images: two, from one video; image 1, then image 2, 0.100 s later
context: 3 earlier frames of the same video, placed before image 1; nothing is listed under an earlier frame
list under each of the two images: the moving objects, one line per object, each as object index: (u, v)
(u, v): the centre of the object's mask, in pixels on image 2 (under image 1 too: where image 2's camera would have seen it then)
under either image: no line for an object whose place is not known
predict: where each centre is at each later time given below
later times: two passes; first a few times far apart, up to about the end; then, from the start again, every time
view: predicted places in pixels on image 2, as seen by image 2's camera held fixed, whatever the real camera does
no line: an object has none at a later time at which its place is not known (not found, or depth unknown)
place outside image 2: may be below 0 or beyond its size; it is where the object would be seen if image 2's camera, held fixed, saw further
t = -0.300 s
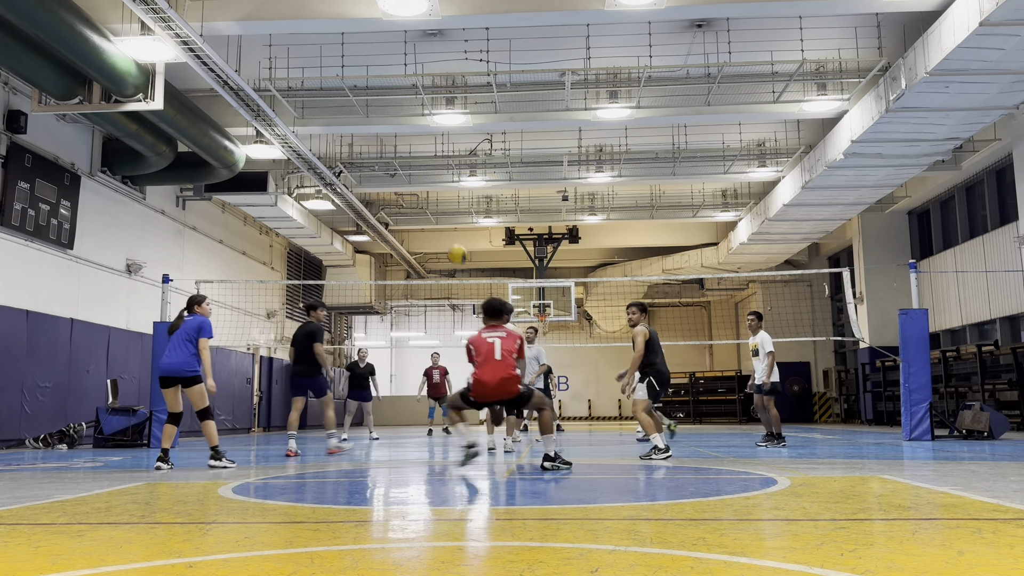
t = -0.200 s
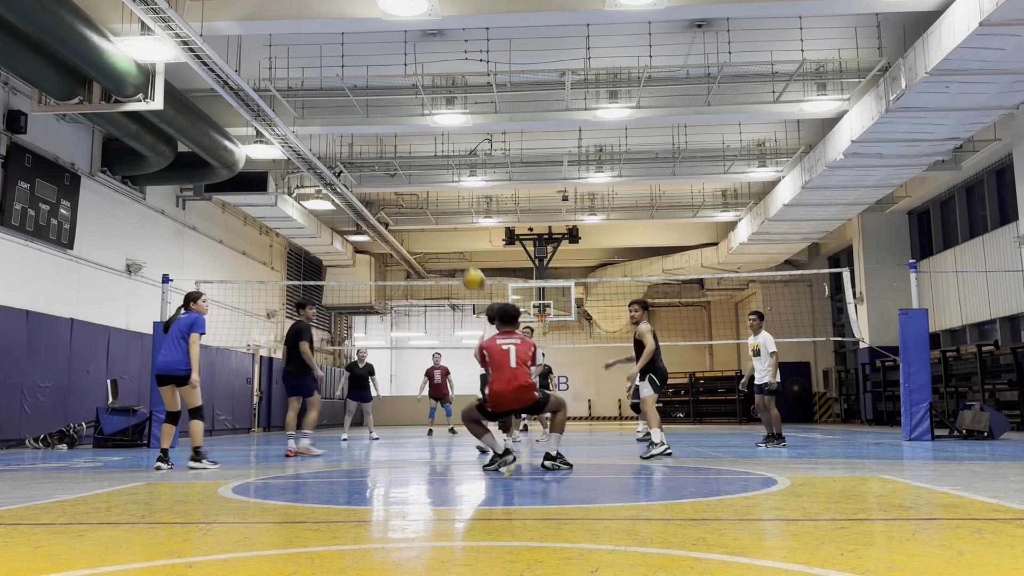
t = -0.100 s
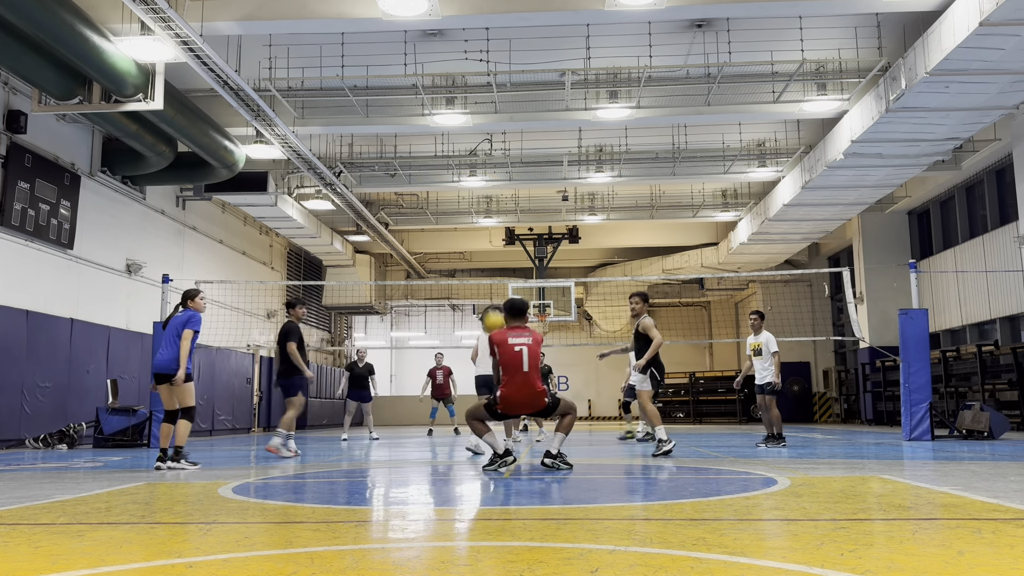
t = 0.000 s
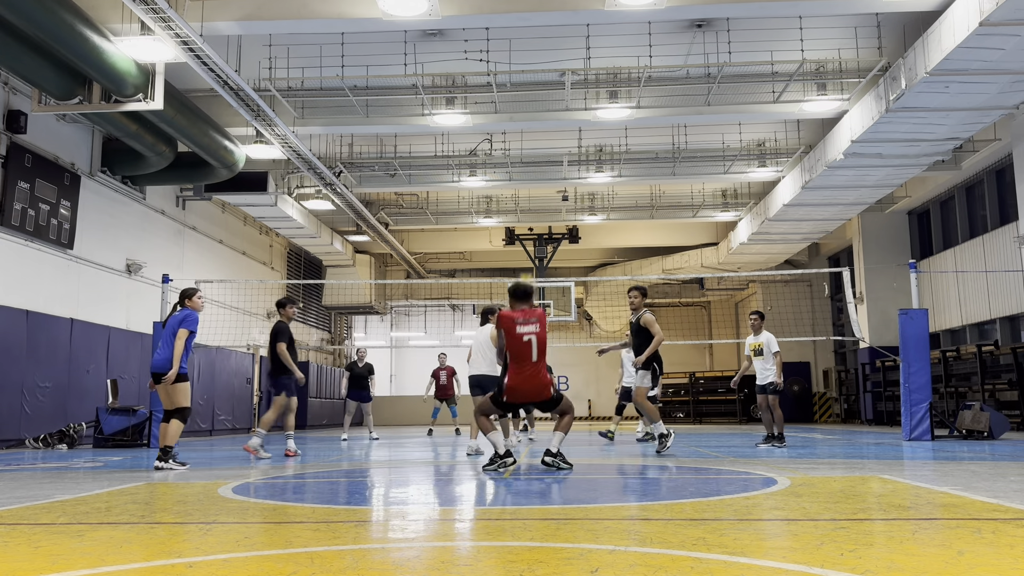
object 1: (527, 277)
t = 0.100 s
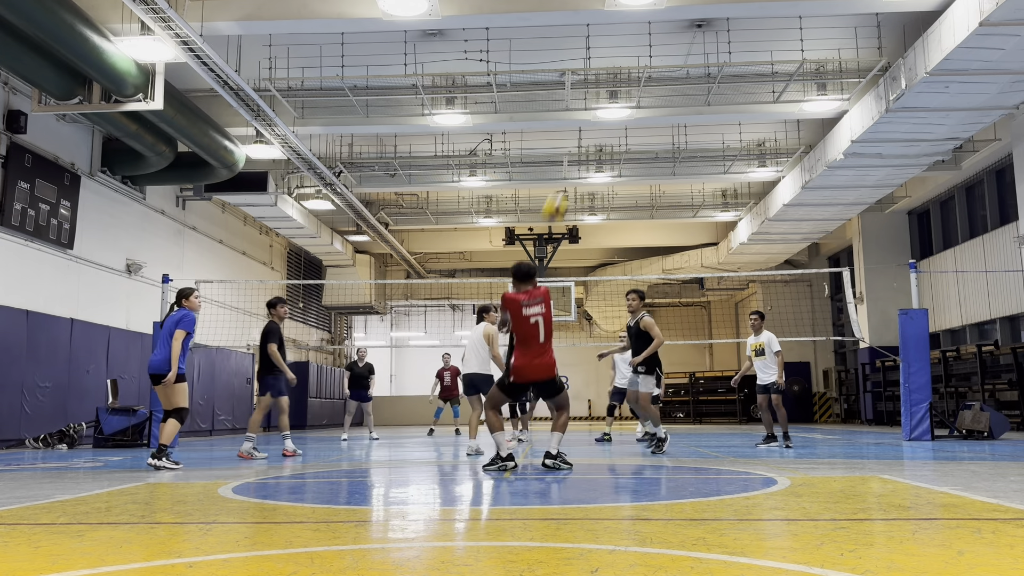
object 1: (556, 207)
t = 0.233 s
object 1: (594, 126)
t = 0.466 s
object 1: (656, 40)
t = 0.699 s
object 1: (711, 16)
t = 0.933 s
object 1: (764, 39)
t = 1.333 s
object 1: (845, 173)
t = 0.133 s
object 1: (566, 185)
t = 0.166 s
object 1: (575, 162)
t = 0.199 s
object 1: (584, 143)
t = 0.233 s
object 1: (594, 126)
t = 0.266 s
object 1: (604, 107)
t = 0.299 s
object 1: (613, 93)
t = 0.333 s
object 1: (621, 80)
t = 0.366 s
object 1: (630, 68)
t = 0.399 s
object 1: (639, 57)
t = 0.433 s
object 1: (648, 48)
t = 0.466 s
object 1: (656, 40)
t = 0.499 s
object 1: (665, 33)
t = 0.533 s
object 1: (673, 27)
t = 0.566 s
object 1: (680, 22)
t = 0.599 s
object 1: (689, 20)
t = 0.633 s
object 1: (696, 17)
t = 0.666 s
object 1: (704, 17)
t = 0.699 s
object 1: (711, 16)
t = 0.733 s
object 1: (719, 16)
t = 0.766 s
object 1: (727, 17)
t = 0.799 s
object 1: (734, 20)
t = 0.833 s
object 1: (741, 23)
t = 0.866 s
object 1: (749, 28)
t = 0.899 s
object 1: (757, 33)
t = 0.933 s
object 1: (764, 39)
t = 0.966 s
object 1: (771, 46)
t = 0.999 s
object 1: (778, 53)
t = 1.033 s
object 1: (785, 62)
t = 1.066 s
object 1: (792, 72)
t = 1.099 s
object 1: (799, 81)
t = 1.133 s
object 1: (806, 91)
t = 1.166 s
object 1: (812, 104)
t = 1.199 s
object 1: (820, 120)
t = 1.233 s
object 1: (825, 128)
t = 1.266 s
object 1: (831, 144)
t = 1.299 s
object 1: (840, 161)
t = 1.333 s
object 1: (845, 173)
